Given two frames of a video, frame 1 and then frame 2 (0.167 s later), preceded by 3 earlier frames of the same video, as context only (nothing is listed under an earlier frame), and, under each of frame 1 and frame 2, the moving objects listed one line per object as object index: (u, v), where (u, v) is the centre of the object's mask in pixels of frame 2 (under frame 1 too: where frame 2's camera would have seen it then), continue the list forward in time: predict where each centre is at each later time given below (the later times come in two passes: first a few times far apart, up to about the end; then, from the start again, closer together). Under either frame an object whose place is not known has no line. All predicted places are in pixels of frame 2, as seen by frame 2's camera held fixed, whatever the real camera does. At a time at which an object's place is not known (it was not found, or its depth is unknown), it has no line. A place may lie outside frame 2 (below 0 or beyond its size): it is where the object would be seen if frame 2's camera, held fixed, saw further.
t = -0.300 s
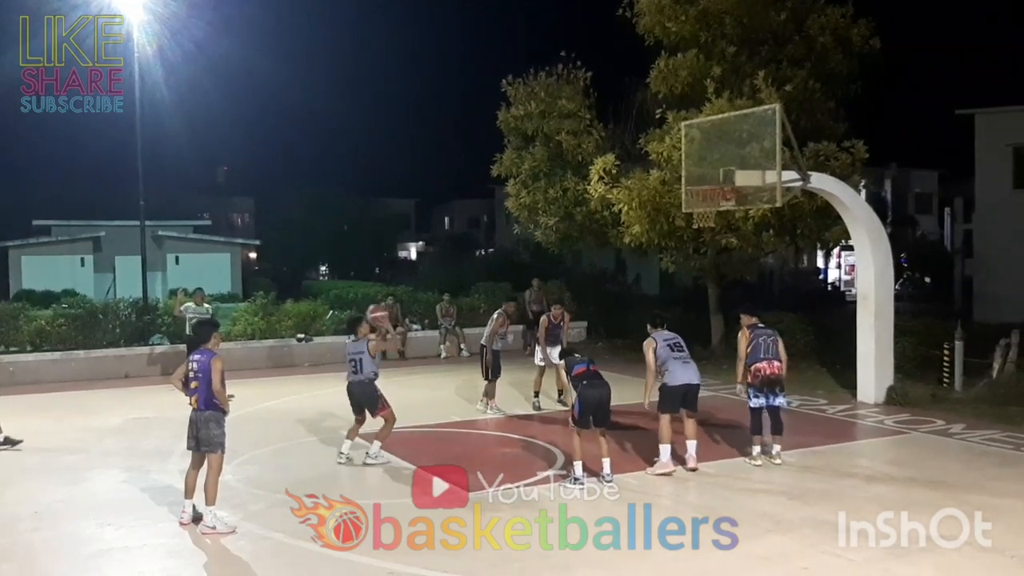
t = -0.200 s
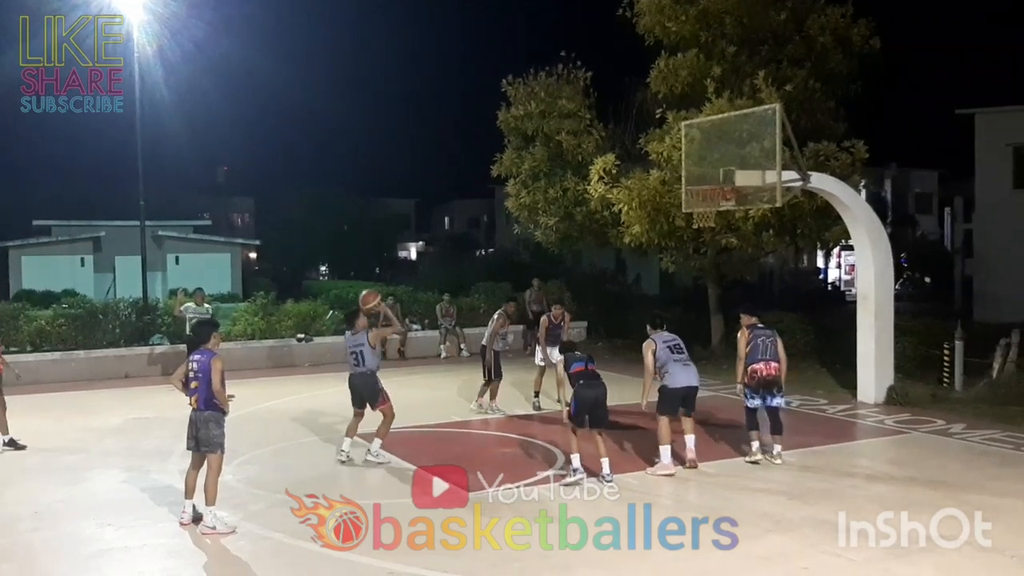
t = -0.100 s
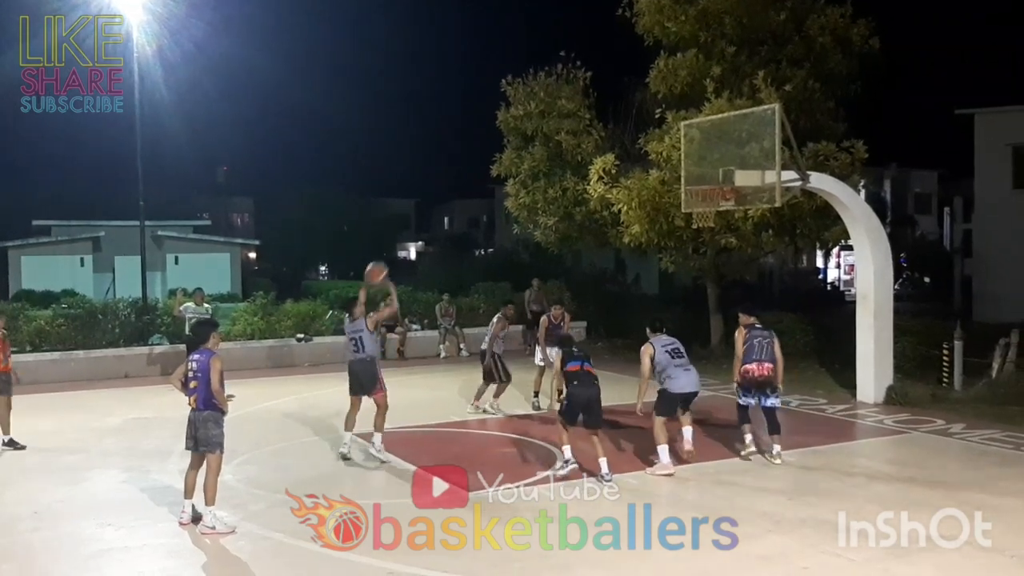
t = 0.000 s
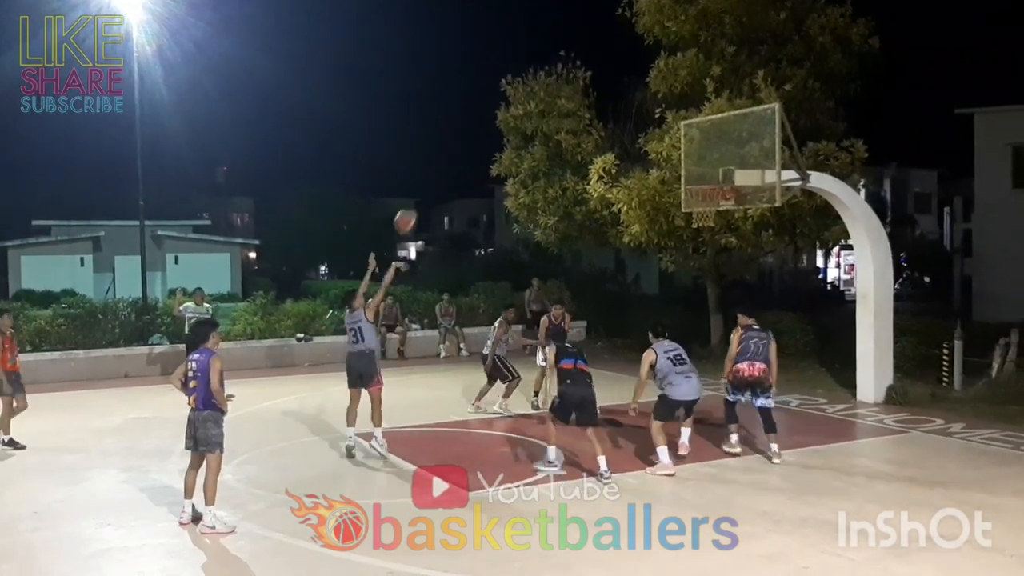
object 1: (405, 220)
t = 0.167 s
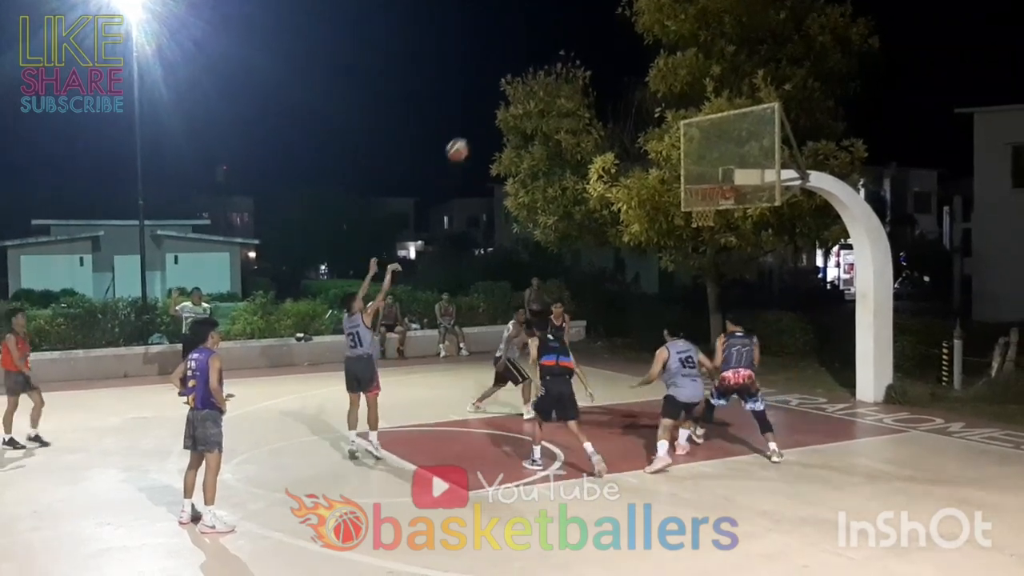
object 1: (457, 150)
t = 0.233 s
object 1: (478, 129)
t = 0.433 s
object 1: (535, 91)
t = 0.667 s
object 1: (601, 89)
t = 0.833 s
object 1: (644, 114)
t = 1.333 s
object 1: (709, 241)
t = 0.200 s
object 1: (467, 139)
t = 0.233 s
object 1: (478, 129)
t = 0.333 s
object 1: (506, 107)
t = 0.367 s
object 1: (516, 101)
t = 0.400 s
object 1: (526, 95)
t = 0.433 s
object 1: (535, 91)
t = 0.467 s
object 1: (545, 87)
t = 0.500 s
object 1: (555, 85)
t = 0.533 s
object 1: (564, 85)
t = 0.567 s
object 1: (574, 84)
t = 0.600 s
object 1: (584, 85)
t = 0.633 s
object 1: (592, 87)
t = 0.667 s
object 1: (601, 89)
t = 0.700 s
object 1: (609, 93)
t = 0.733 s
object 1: (618, 97)
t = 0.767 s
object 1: (627, 102)
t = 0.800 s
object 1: (636, 108)
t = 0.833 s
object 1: (644, 114)
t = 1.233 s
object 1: (710, 223)
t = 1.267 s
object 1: (709, 227)
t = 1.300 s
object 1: (709, 233)
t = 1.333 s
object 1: (709, 241)
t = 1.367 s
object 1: (709, 250)
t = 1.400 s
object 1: (709, 258)
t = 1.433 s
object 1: (709, 269)
